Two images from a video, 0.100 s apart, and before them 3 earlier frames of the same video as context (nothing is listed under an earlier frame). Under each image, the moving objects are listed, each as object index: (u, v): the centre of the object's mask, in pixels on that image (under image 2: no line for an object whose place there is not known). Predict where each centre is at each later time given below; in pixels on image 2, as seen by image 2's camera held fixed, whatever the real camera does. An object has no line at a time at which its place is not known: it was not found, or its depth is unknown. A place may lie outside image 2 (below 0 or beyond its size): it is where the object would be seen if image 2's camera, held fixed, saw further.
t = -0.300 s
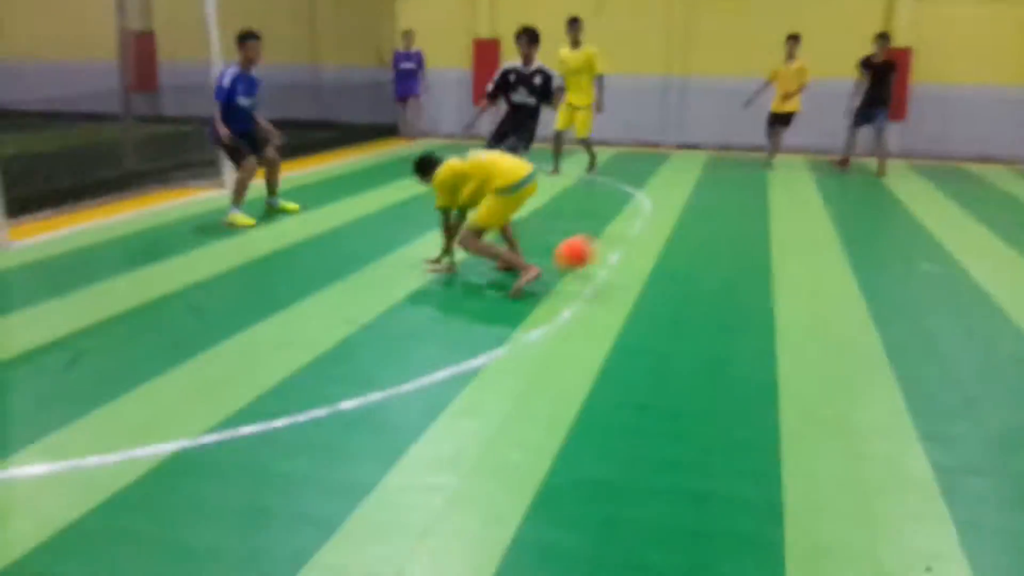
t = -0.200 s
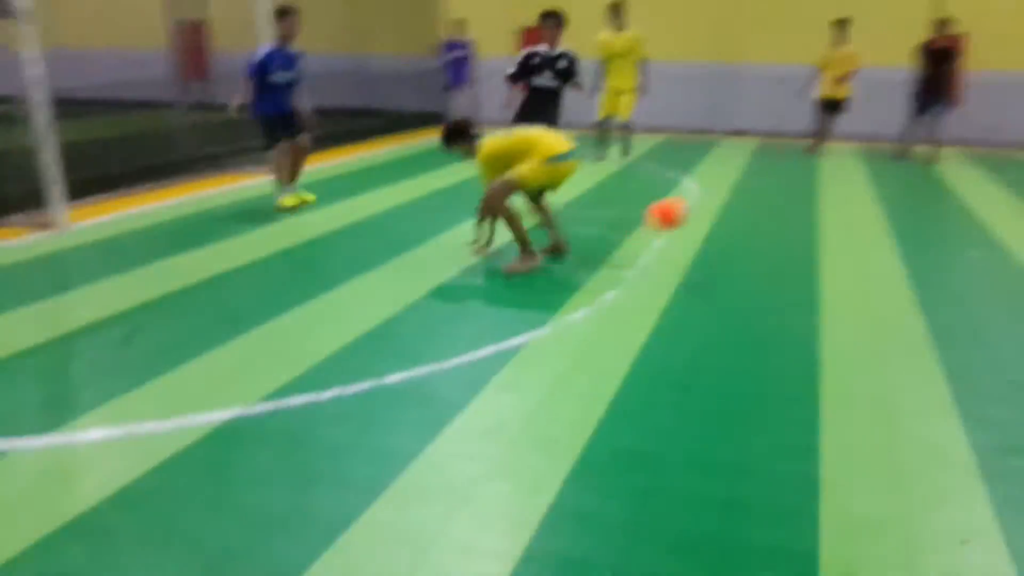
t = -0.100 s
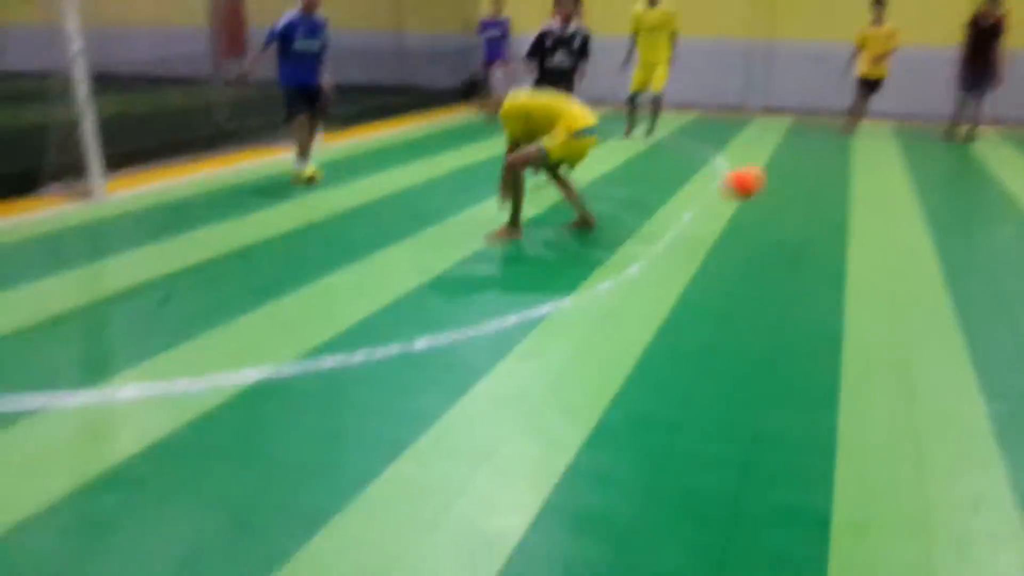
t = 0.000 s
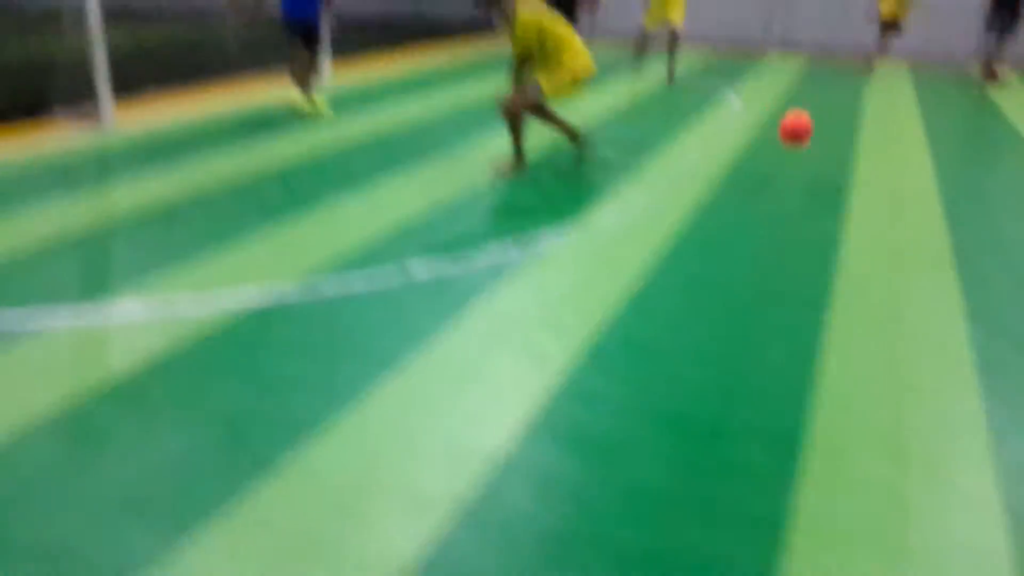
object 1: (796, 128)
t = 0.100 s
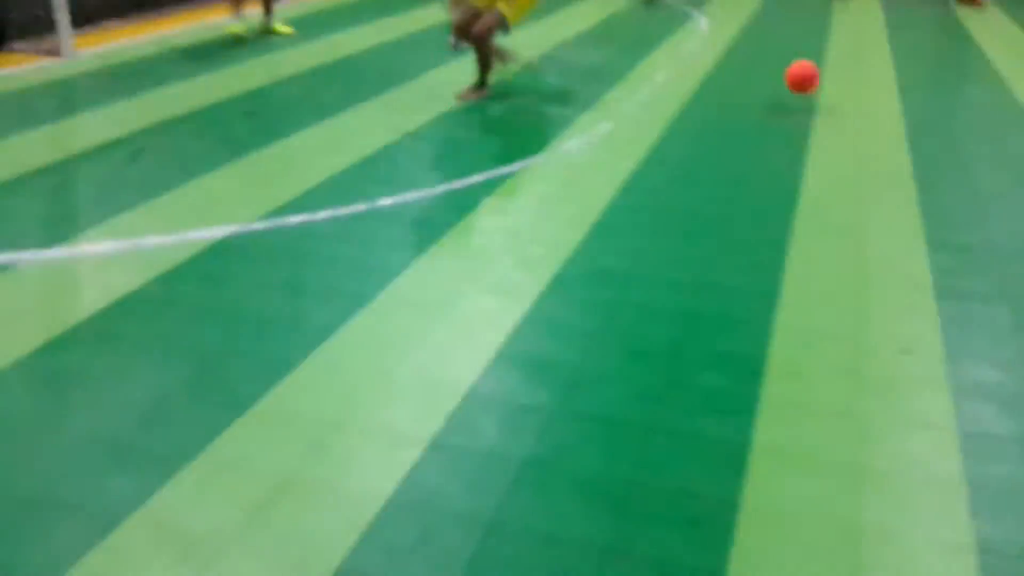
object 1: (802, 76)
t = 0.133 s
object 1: (817, 86)
